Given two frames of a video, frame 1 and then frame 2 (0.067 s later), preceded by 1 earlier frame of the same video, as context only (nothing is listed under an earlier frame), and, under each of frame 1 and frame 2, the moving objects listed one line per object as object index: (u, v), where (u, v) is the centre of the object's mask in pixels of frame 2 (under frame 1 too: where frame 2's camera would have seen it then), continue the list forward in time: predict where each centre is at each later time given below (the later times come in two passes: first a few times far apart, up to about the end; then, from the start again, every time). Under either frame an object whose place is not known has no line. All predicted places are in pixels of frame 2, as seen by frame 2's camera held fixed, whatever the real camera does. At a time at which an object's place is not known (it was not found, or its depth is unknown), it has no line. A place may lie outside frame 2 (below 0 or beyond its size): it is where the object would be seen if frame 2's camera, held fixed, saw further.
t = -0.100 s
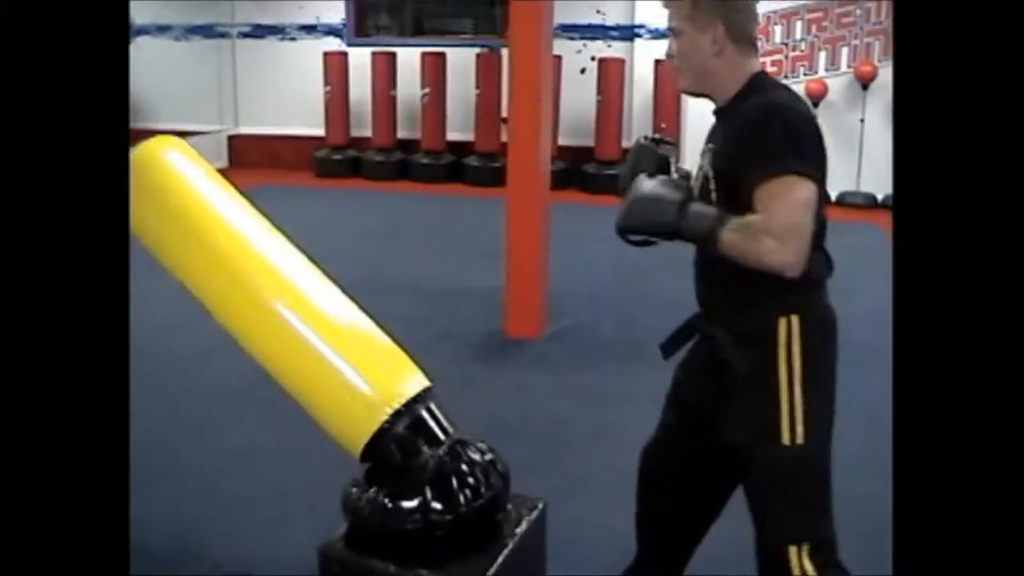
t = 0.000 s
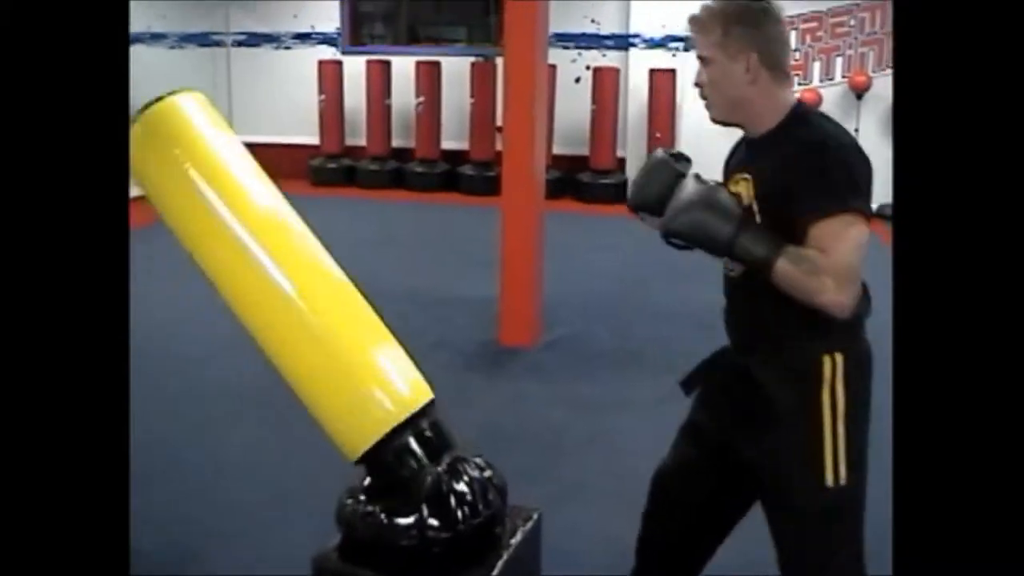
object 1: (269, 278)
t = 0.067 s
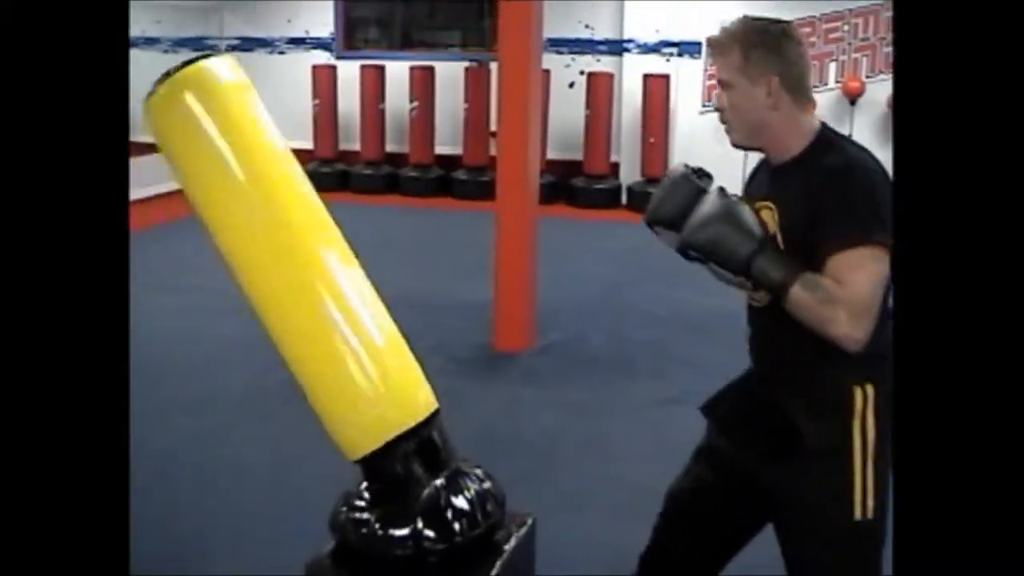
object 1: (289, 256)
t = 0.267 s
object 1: (399, 218)
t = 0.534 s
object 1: (509, 240)
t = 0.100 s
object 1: (302, 245)
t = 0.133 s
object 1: (320, 236)
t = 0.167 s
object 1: (338, 229)
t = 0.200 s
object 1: (359, 223)
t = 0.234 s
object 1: (380, 219)
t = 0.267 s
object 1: (399, 218)
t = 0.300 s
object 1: (419, 217)
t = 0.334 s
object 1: (439, 218)
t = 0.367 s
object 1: (458, 221)
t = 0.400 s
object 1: (471, 225)
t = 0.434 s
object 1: (485, 230)
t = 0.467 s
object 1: (495, 233)
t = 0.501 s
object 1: (503, 236)
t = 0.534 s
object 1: (509, 240)
